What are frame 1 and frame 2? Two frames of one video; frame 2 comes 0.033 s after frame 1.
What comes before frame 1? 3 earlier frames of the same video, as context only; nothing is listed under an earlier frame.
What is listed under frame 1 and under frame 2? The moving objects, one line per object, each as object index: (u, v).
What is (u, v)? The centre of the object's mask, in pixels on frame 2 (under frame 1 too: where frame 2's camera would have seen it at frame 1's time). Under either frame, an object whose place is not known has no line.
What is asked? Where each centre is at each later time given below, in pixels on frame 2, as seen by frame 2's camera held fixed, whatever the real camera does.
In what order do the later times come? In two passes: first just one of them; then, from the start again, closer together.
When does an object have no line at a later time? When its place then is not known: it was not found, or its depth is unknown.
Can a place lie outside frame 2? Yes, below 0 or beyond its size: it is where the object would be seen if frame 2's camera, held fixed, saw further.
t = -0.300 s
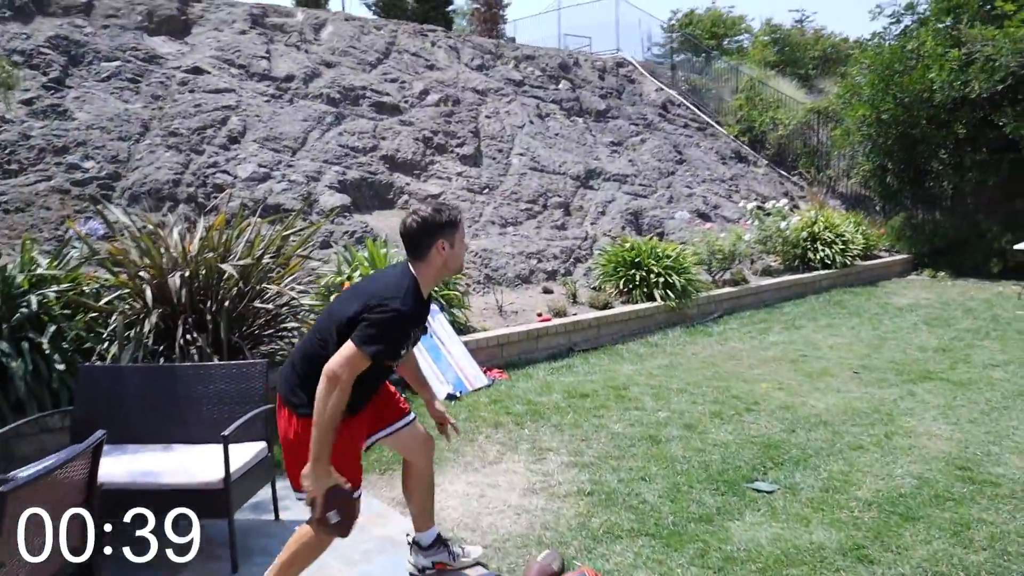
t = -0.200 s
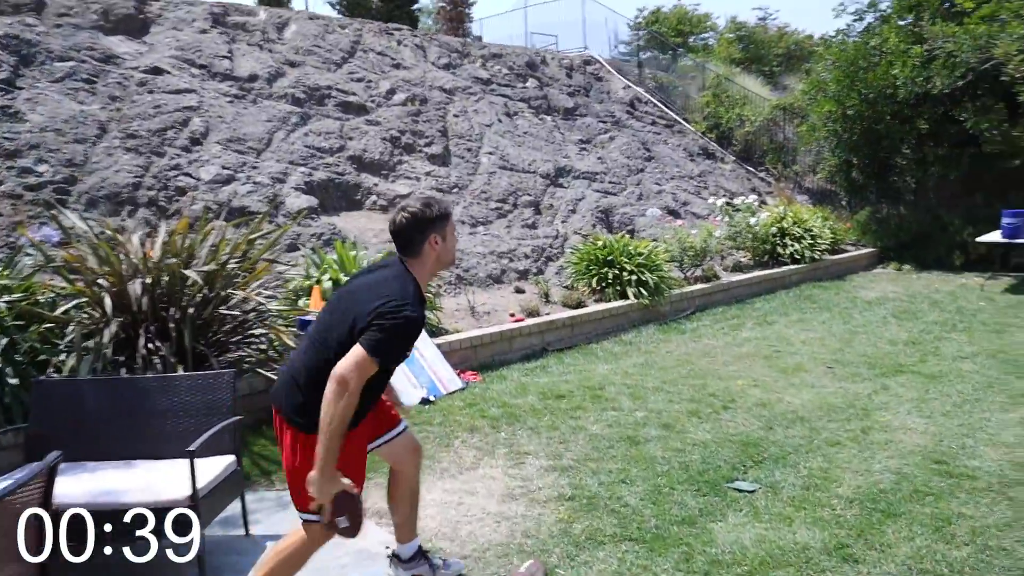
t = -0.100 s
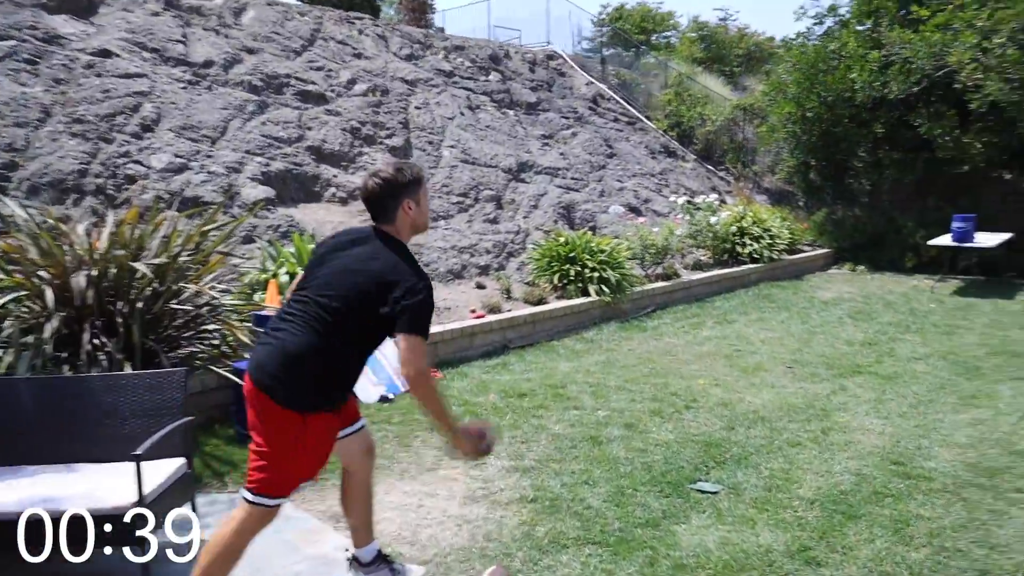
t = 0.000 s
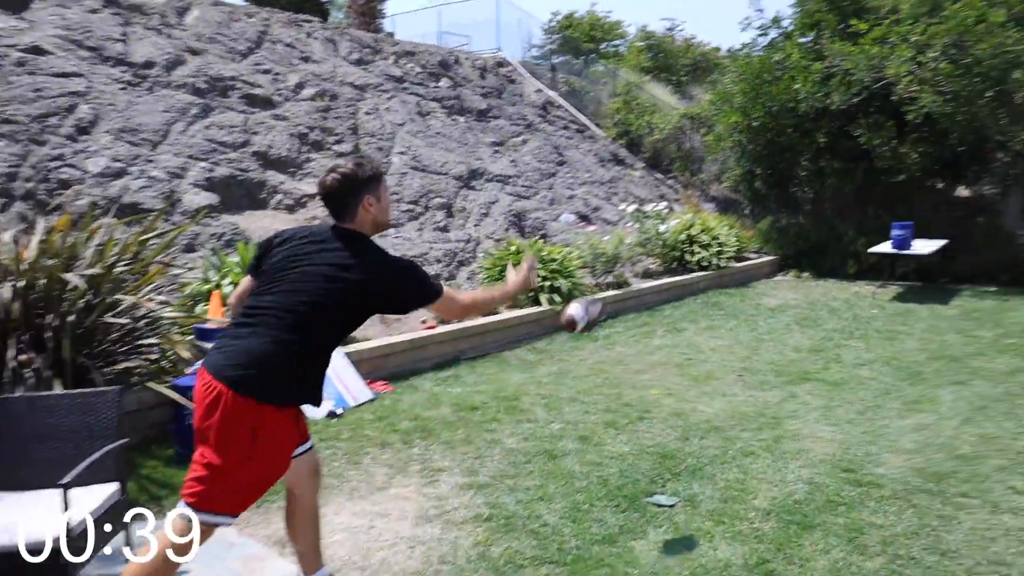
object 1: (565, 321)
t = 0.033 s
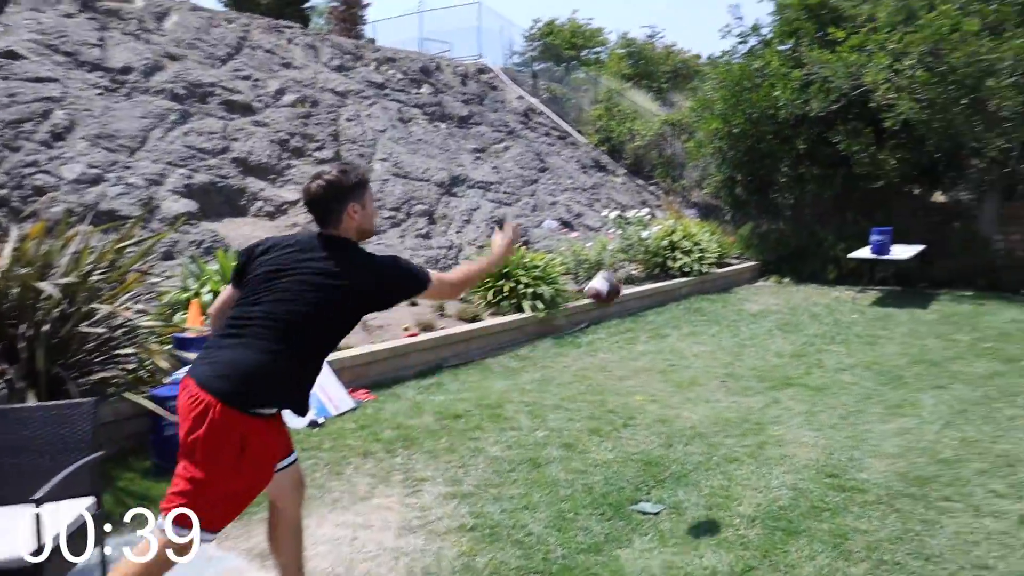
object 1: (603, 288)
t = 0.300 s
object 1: (785, 183)
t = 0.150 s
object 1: (704, 216)
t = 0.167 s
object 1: (715, 210)
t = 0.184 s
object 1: (725, 204)
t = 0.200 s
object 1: (736, 199)
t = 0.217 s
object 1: (745, 194)
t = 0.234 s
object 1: (754, 191)
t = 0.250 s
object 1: (761, 188)
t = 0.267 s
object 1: (769, 186)
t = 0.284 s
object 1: (778, 185)
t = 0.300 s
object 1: (785, 183)
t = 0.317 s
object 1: (792, 180)
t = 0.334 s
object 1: (798, 179)
